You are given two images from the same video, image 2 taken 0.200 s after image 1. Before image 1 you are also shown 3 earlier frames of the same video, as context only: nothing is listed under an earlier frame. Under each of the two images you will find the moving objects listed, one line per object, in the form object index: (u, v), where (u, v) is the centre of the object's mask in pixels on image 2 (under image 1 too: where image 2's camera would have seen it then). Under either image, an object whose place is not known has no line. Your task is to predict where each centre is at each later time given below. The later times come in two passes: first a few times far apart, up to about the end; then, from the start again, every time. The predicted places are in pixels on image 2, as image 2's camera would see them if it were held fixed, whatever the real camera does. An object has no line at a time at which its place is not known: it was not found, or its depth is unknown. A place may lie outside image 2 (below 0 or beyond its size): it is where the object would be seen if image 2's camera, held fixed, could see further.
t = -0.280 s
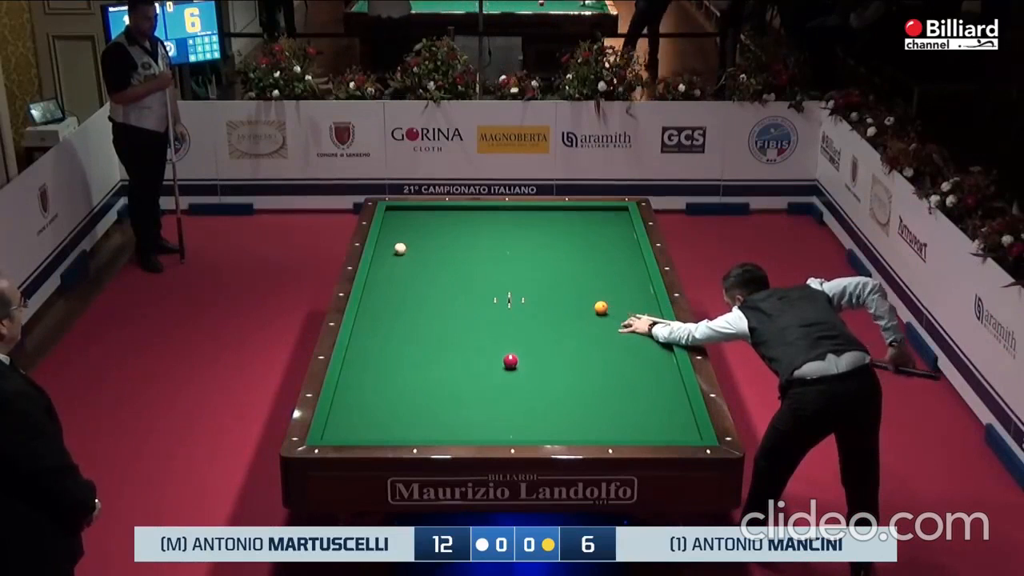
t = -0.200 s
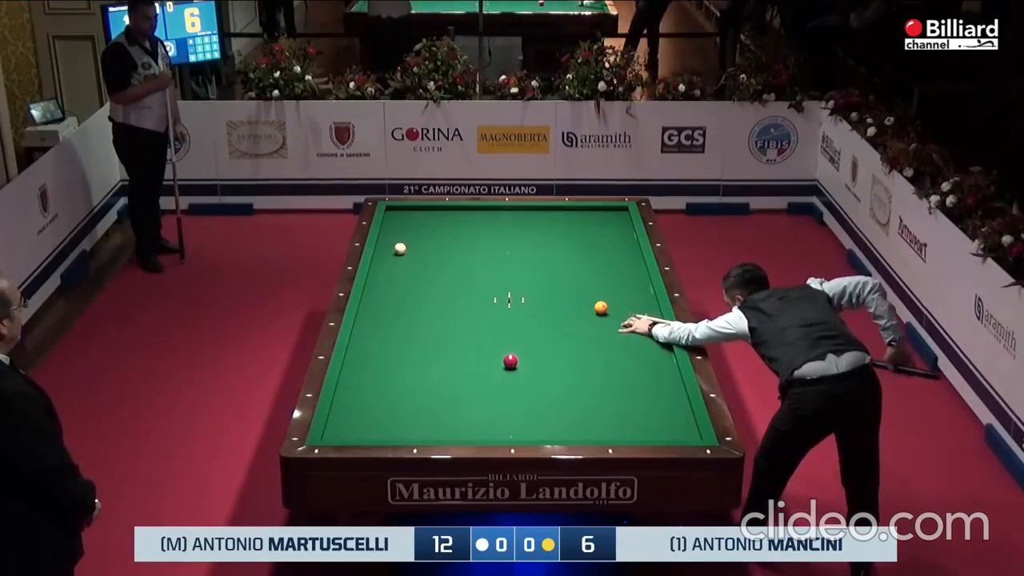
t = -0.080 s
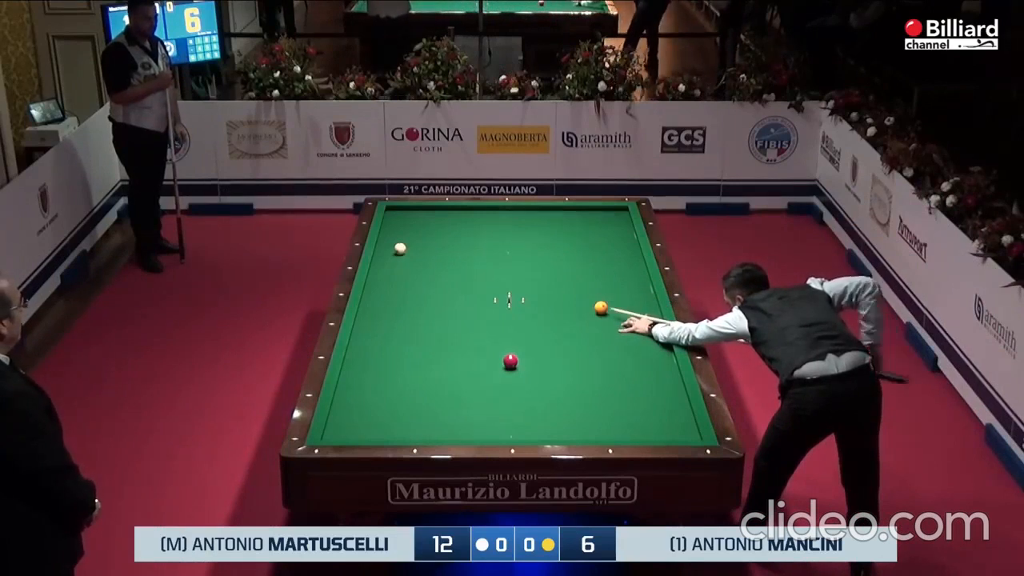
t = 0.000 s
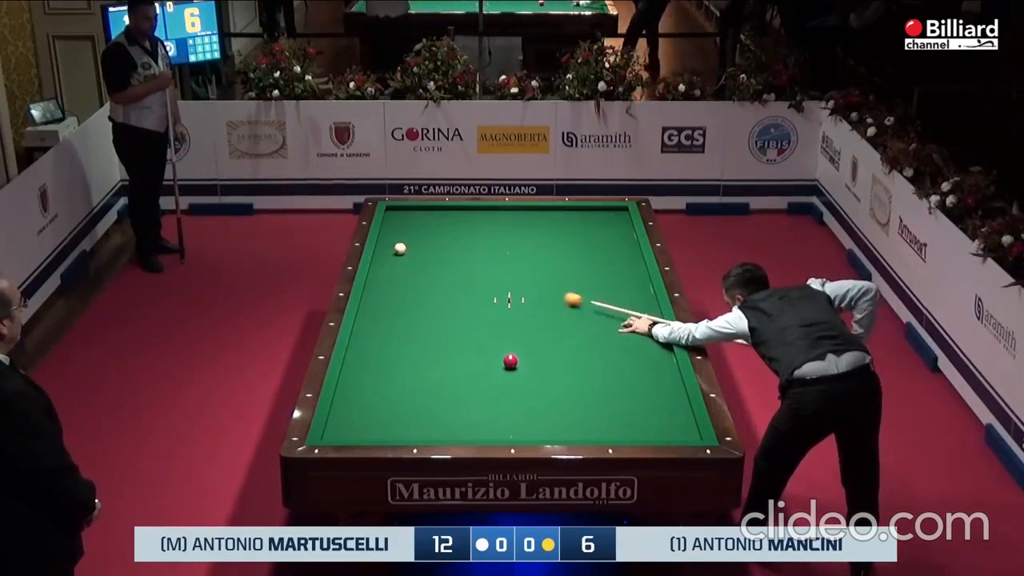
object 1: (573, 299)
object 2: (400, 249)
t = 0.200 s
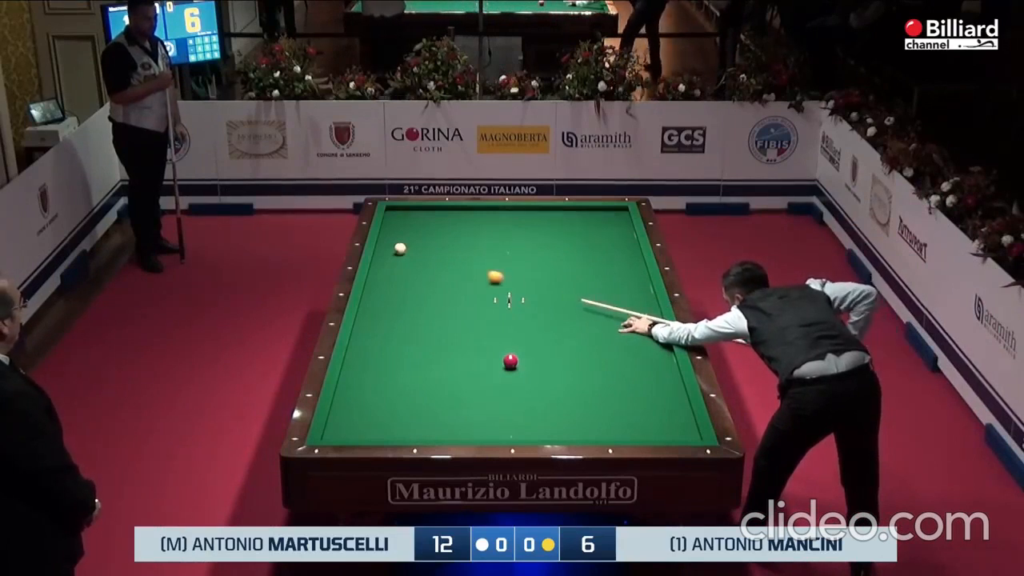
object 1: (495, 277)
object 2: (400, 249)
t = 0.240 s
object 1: (481, 273)
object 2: (400, 249)
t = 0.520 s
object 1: (404, 252)
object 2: (390, 244)
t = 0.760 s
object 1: (382, 252)
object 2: (419, 231)
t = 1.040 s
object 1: (398, 249)
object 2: (459, 220)
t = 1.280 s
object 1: (414, 246)
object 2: (489, 212)
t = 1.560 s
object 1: (432, 244)
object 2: (524, 210)
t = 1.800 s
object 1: (447, 241)
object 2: (552, 215)
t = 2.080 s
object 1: (464, 239)
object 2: (587, 221)
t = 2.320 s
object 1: (477, 236)
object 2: (616, 226)
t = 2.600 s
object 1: (492, 234)
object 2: (617, 232)
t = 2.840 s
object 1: (504, 232)
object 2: (603, 238)
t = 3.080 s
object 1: (516, 230)
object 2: (588, 244)
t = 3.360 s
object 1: (529, 228)
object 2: (571, 251)
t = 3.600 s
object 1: (540, 226)
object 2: (556, 257)
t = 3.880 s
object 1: (552, 225)
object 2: (539, 264)
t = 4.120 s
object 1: (561, 223)
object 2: (525, 270)
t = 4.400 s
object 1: (572, 221)
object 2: (507, 278)
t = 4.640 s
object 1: (581, 220)
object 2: (492, 284)
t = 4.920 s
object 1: (590, 219)
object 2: (475, 291)
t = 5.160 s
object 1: (597, 217)
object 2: (460, 297)
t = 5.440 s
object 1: (606, 216)
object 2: (442, 305)
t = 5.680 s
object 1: (612, 215)
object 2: (427, 310)
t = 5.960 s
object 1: (619, 214)
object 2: (410, 318)
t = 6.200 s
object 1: (624, 213)
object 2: (396, 324)
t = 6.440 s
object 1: (621, 212)
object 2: (381, 330)
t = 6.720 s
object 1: (618, 212)
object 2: (365, 337)
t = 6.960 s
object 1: (615, 211)
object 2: (356, 343)
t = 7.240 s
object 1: (613, 211)
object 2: (363, 348)
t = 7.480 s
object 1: (611, 210)
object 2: (367, 352)
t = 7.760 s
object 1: (609, 210)
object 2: (373, 357)
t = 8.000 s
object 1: (608, 210)
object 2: (378, 361)
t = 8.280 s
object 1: (608, 210)
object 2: (383, 365)
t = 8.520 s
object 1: (608, 210)
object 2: (387, 369)
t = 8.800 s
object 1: (608, 210)
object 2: (392, 372)
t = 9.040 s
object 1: (608, 210)
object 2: (395, 375)
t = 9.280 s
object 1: (608, 210)
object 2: (399, 378)
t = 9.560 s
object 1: (608, 210)
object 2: (402, 381)
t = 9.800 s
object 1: (608, 210)
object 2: (405, 383)
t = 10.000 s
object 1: (608, 210)
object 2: (407, 385)
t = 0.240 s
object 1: (481, 273)
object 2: (400, 249)
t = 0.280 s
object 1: (468, 269)
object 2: (400, 248)
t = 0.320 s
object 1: (455, 265)
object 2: (400, 249)
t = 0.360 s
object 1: (442, 262)
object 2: (400, 249)
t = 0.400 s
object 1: (430, 258)
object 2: (400, 249)
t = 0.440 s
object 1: (417, 255)
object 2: (400, 249)
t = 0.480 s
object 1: (407, 251)
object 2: (398, 248)
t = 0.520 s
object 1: (404, 252)
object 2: (390, 244)
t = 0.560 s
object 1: (402, 252)
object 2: (382, 241)
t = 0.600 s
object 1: (398, 253)
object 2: (389, 239)
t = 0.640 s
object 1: (395, 253)
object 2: (398, 236)
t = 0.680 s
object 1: (391, 252)
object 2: (405, 234)
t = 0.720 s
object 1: (387, 252)
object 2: (412, 232)
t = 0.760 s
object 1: (382, 252)
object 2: (419, 231)
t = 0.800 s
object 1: (379, 251)
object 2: (425, 229)
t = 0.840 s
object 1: (383, 251)
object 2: (431, 228)
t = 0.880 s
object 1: (387, 250)
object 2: (437, 226)
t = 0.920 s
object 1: (390, 250)
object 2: (442, 225)
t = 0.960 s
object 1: (393, 250)
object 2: (448, 223)
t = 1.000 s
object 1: (395, 249)
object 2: (453, 222)
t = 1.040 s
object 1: (398, 249)
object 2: (459, 220)
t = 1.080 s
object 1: (401, 248)
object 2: (464, 219)
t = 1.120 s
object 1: (404, 248)
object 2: (469, 217)
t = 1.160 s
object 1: (406, 248)
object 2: (474, 216)
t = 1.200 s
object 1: (409, 247)
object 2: (479, 215)
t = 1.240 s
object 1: (412, 247)
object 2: (484, 213)
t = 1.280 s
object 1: (414, 246)
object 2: (489, 212)
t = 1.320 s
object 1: (417, 246)
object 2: (494, 211)
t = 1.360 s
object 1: (419, 245)
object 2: (499, 210)
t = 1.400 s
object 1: (422, 245)
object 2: (504, 208)
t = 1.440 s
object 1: (425, 245)
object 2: (509, 208)
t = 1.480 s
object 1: (427, 244)
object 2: (514, 209)
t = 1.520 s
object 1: (430, 244)
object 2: (519, 210)
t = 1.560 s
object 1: (432, 244)
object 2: (524, 210)
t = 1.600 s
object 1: (435, 243)
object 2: (528, 211)
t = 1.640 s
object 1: (437, 243)
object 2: (533, 212)
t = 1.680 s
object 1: (440, 242)
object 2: (538, 213)
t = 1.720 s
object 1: (442, 242)
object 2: (543, 213)
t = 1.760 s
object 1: (445, 242)
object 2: (548, 214)
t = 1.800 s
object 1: (447, 241)
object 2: (552, 215)
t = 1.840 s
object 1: (449, 241)
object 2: (557, 216)
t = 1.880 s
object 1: (452, 240)
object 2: (562, 217)
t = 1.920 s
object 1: (454, 240)
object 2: (567, 217)
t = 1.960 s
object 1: (457, 240)
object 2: (572, 218)
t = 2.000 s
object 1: (459, 239)
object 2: (577, 219)
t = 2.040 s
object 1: (461, 239)
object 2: (582, 220)
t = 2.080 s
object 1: (464, 239)
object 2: (587, 221)
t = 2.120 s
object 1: (466, 238)
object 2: (591, 222)
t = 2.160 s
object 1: (468, 238)
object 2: (596, 222)
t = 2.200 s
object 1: (470, 237)
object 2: (601, 223)
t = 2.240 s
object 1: (473, 237)
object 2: (606, 224)
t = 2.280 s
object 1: (475, 237)
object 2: (611, 225)
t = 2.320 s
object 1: (477, 236)
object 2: (616, 226)
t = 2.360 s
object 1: (479, 236)
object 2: (621, 226)
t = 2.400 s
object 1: (482, 236)
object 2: (626, 227)
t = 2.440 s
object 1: (484, 235)
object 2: (628, 228)
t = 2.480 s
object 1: (486, 235)
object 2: (625, 229)
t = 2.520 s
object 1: (488, 235)
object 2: (622, 230)
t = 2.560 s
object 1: (490, 234)
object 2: (619, 231)
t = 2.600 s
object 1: (492, 234)
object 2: (617, 232)
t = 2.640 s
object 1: (494, 234)
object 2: (614, 233)
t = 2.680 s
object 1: (496, 233)
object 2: (612, 234)
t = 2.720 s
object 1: (498, 233)
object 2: (610, 235)
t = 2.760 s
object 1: (500, 233)
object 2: (608, 236)
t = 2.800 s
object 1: (502, 232)
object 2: (605, 237)
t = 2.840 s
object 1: (504, 232)
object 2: (603, 238)
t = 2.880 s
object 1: (506, 232)
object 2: (600, 239)
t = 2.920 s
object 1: (508, 231)
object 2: (598, 240)
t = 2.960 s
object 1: (510, 231)
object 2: (595, 241)
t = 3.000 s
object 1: (512, 231)
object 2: (593, 242)
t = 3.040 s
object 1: (514, 231)
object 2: (591, 243)
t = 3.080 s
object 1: (516, 230)
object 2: (588, 244)
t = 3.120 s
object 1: (518, 230)
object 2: (586, 245)
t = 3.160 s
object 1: (520, 230)
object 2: (583, 246)
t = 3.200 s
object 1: (522, 229)
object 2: (581, 247)
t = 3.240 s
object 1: (524, 229)
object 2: (579, 248)
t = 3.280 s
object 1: (526, 229)
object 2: (576, 249)
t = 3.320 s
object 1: (528, 228)
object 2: (574, 250)
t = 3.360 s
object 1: (529, 228)
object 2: (571, 251)
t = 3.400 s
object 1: (531, 228)
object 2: (569, 252)
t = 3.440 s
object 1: (533, 228)
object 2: (566, 253)
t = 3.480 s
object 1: (535, 227)
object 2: (564, 254)
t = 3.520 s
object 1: (536, 227)
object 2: (561, 255)
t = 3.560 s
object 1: (539, 227)
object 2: (559, 256)
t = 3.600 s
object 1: (540, 226)
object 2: (556, 257)
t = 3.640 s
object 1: (542, 226)
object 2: (554, 258)
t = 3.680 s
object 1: (543, 226)
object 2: (552, 259)
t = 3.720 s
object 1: (545, 226)
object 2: (549, 260)
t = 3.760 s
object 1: (547, 225)
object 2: (547, 261)
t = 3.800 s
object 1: (549, 225)
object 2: (544, 262)
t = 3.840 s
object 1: (550, 225)
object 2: (542, 263)
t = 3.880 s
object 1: (552, 225)
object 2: (539, 264)
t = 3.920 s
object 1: (553, 224)
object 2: (537, 265)
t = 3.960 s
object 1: (555, 224)
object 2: (534, 266)
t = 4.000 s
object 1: (556, 224)
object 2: (532, 267)
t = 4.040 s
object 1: (558, 224)
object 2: (529, 268)
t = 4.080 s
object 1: (560, 223)
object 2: (527, 269)
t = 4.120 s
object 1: (561, 223)
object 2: (525, 270)
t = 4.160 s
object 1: (563, 223)
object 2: (522, 271)
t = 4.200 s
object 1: (564, 223)
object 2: (520, 273)
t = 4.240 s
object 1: (566, 222)
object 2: (517, 274)
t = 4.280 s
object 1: (567, 222)
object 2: (515, 275)
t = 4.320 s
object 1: (569, 222)
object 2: (512, 276)
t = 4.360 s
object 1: (570, 222)
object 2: (509, 277)
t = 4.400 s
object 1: (572, 221)
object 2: (507, 278)
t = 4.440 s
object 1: (573, 221)
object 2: (504, 279)
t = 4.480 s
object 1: (575, 221)
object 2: (502, 280)
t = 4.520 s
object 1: (576, 221)
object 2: (499, 281)
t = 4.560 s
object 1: (578, 220)
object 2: (497, 282)
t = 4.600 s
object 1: (579, 220)
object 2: (495, 283)
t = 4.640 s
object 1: (581, 220)
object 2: (492, 284)
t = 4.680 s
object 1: (582, 220)
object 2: (489, 285)
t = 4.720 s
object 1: (583, 220)
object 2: (487, 286)
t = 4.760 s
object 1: (584, 219)
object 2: (484, 287)
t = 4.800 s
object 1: (586, 219)
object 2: (482, 288)
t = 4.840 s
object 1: (587, 219)
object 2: (479, 289)
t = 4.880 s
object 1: (588, 219)
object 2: (477, 290)
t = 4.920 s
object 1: (590, 219)
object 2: (475, 291)
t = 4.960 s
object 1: (591, 218)
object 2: (472, 292)
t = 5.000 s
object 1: (592, 218)
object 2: (470, 293)
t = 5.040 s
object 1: (594, 218)
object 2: (467, 294)
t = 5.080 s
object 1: (595, 218)
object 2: (464, 295)
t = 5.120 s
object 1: (596, 218)
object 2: (462, 296)
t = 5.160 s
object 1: (597, 217)
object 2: (460, 297)
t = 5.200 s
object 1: (598, 217)
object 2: (457, 298)
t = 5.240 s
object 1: (600, 217)
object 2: (455, 299)
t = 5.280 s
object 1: (601, 217)
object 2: (452, 300)
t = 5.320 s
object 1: (602, 217)
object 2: (450, 302)
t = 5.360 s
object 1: (603, 217)
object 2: (447, 302)
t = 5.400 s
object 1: (604, 216)
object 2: (445, 303)
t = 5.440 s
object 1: (606, 216)
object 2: (442, 305)
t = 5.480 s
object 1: (607, 216)
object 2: (440, 306)
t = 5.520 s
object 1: (608, 216)
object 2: (437, 306)
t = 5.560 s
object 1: (609, 216)
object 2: (435, 308)
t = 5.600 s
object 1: (610, 215)
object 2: (433, 309)
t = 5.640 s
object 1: (611, 215)
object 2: (430, 310)
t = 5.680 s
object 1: (612, 215)
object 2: (427, 310)
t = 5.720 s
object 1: (613, 215)
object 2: (425, 312)
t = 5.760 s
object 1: (614, 215)
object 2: (423, 313)
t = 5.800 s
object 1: (615, 215)
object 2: (420, 314)
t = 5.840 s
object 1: (617, 214)
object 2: (418, 315)
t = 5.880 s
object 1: (617, 214)
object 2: (415, 316)
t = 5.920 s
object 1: (618, 214)
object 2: (413, 317)
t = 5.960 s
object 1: (619, 214)
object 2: (410, 318)
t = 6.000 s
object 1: (620, 214)
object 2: (408, 319)
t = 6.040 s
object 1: (621, 214)
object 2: (405, 320)
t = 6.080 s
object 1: (622, 214)
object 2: (403, 321)
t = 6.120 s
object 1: (623, 213)
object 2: (401, 322)
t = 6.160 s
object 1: (624, 213)
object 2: (398, 323)
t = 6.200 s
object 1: (624, 213)
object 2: (396, 324)
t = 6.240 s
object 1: (623, 213)
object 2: (394, 325)
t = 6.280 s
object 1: (623, 213)
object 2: (391, 326)
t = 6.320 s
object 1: (622, 213)
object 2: (389, 327)
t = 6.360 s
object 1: (622, 213)
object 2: (386, 328)
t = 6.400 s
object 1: (621, 213)
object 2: (384, 329)
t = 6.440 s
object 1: (621, 212)
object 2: (381, 330)
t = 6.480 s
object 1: (620, 212)
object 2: (379, 331)
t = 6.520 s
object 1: (620, 212)
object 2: (377, 332)
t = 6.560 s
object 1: (619, 212)
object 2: (374, 333)
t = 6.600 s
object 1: (619, 212)
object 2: (372, 334)
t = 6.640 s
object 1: (618, 212)
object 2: (369, 335)
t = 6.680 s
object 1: (618, 212)
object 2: (367, 336)
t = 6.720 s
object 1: (618, 212)
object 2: (365, 337)
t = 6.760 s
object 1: (617, 212)
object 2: (362, 338)
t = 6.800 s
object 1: (616, 212)
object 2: (360, 339)
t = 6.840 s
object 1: (616, 212)
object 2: (358, 340)
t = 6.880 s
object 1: (616, 211)
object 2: (355, 341)
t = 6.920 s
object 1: (615, 211)
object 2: (355, 342)
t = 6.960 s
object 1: (615, 211)
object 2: (356, 343)
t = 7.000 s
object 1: (615, 211)
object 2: (358, 343)
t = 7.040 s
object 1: (614, 211)
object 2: (358, 344)
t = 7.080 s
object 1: (614, 211)
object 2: (359, 345)
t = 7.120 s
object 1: (614, 211)
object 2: (360, 346)
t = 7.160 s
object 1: (613, 211)
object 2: (361, 346)
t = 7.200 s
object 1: (613, 211)
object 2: (362, 347)
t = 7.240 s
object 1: (613, 211)
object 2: (363, 348)
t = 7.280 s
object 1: (612, 211)
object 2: (363, 349)
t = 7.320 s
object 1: (612, 211)
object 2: (364, 349)
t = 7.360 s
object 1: (612, 211)
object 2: (365, 350)
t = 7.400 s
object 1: (611, 211)
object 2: (366, 351)
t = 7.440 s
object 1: (611, 211)
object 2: (367, 351)
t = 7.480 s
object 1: (611, 210)
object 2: (367, 352)
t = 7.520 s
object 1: (611, 210)
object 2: (368, 353)
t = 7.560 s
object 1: (610, 211)
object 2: (369, 354)
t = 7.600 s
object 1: (610, 211)
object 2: (370, 354)
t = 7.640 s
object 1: (610, 210)
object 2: (371, 355)
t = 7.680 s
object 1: (610, 210)
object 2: (372, 356)
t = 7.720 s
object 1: (609, 210)
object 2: (372, 356)
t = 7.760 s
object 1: (609, 210)
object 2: (373, 357)
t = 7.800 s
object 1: (609, 210)
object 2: (374, 357)
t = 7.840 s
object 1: (609, 210)
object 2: (375, 358)
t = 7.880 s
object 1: (609, 210)
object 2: (376, 359)
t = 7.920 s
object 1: (609, 210)
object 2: (376, 359)
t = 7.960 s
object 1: (609, 210)
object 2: (377, 360)
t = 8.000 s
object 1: (608, 210)
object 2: (378, 361)
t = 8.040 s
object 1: (608, 210)
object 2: (379, 361)
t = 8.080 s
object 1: (608, 210)
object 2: (379, 362)
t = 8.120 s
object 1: (608, 210)
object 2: (380, 363)
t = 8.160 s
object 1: (608, 210)
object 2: (381, 363)
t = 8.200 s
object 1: (608, 210)
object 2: (382, 364)
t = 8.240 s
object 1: (608, 210)
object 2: (383, 364)
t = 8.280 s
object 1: (608, 210)
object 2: (383, 365)
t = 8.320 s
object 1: (608, 210)
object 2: (383, 366)
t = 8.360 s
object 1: (608, 210)
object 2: (384, 366)
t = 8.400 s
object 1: (608, 210)
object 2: (385, 367)
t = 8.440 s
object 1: (608, 210)
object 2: (386, 367)
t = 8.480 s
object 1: (608, 210)
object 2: (387, 368)
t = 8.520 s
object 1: (608, 210)
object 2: (387, 369)
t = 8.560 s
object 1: (608, 210)
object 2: (388, 369)
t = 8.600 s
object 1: (608, 210)
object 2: (388, 370)
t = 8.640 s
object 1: (608, 210)
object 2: (389, 370)
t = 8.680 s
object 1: (608, 210)
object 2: (390, 371)
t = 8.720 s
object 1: (608, 210)
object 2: (390, 371)
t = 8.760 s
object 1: (608, 210)
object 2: (391, 372)
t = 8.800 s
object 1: (608, 210)
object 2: (392, 372)
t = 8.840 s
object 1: (608, 210)
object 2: (392, 373)
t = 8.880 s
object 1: (608, 210)
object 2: (393, 373)
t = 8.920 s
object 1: (608, 210)
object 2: (393, 374)
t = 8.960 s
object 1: (608, 210)
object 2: (394, 374)
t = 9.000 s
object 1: (608, 210)
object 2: (394, 375)
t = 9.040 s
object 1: (608, 210)
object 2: (395, 375)
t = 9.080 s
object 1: (608, 210)
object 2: (396, 376)
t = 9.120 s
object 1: (608, 210)
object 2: (396, 376)
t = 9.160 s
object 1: (608, 210)
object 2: (397, 377)
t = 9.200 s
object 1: (608, 210)
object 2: (398, 377)
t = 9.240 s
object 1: (608, 210)
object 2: (398, 378)
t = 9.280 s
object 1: (608, 210)
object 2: (399, 378)
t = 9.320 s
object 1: (608, 210)
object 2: (399, 378)
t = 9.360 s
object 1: (608, 210)
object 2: (400, 379)
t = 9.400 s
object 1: (608, 210)
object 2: (400, 379)
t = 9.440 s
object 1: (608, 210)
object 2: (401, 380)
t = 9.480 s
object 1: (608, 210)
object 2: (401, 380)
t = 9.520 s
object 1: (608, 210)
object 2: (402, 381)
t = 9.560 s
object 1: (608, 210)
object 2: (402, 381)
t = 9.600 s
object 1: (608, 210)
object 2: (403, 381)
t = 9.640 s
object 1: (608, 210)
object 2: (403, 382)
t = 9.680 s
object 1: (608, 210)
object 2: (403, 382)
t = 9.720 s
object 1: (608, 210)
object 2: (404, 383)
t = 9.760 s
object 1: (608, 210)
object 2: (404, 383)
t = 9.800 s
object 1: (608, 210)
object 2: (405, 383)
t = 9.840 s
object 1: (608, 210)
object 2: (405, 384)
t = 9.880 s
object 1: (608, 210)
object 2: (406, 384)
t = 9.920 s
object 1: (608, 210)
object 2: (406, 385)
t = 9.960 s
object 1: (608, 210)
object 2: (406, 385)
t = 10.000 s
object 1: (608, 210)
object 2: (407, 385)
